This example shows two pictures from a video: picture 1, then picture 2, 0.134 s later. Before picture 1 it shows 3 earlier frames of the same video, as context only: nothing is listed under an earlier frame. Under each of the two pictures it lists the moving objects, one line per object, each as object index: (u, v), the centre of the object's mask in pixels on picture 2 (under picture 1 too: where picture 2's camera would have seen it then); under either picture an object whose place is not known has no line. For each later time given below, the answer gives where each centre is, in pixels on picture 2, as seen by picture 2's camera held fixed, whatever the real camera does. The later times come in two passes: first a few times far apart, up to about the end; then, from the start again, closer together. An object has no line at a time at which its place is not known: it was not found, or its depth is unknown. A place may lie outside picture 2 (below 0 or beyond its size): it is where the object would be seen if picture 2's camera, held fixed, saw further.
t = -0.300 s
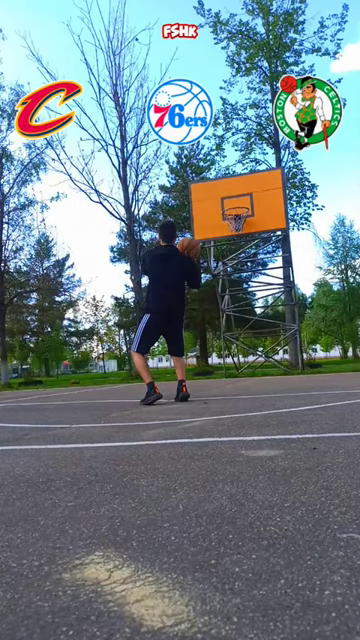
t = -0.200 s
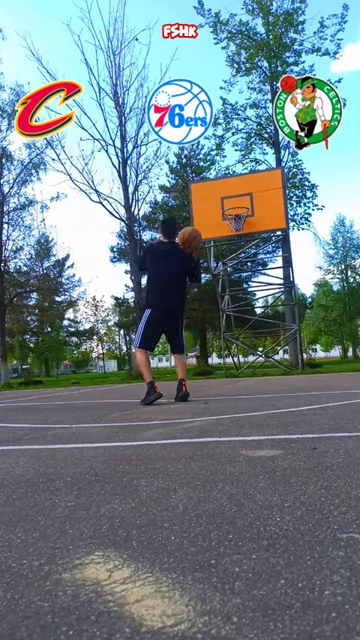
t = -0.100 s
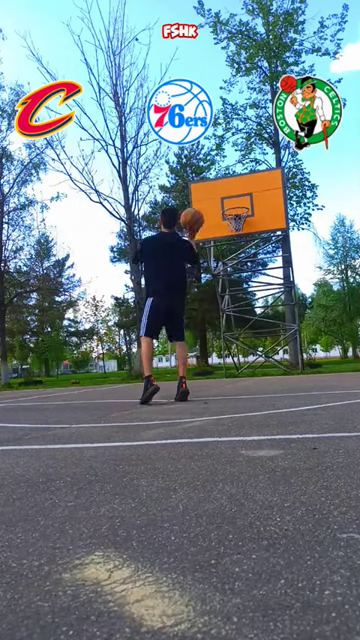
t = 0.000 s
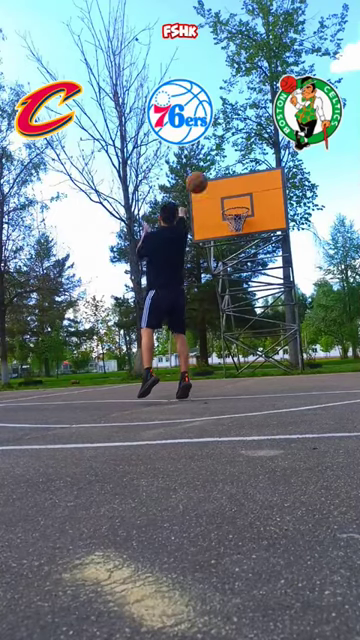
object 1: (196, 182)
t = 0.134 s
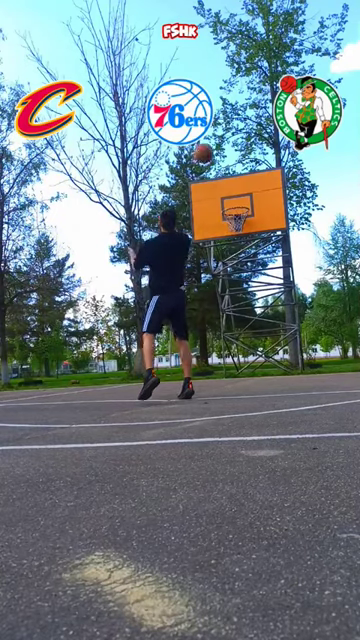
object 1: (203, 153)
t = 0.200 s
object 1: (207, 146)
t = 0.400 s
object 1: (217, 142)
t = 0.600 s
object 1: (228, 161)
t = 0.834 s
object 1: (241, 206)
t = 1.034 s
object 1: (233, 199)
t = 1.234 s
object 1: (227, 199)
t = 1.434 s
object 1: (220, 224)
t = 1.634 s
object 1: (215, 281)
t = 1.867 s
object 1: (210, 372)
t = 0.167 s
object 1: (204, 149)
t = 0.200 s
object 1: (207, 146)
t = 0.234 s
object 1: (208, 143)
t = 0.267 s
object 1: (210, 141)
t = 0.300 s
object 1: (212, 141)
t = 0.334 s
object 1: (214, 140)
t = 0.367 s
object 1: (216, 141)
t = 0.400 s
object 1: (217, 142)
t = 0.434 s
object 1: (219, 144)
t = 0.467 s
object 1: (221, 146)
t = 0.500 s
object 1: (222, 149)
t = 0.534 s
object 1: (224, 153)
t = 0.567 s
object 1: (226, 156)
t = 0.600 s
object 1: (228, 161)
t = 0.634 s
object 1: (229, 166)
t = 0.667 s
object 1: (231, 171)
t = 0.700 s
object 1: (232, 178)
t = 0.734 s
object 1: (235, 184)
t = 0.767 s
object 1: (237, 190)
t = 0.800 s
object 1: (238, 197)
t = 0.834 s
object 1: (241, 206)
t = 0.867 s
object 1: (240, 207)
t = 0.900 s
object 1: (239, 205)
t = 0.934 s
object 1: (237, 203)
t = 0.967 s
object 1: (236, 201)
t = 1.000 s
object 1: (235, 201)
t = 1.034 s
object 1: (233, 199)
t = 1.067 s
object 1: (232, 198)
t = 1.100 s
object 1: (231, 197)
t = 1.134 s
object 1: (230, 197)
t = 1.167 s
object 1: (229, 197)
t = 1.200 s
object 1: (228, 197)
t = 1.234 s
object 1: (227, 199)
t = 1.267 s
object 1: (225, 201)
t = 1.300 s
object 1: (224, 205)
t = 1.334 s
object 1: (223, 208)
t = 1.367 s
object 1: (222, 213)
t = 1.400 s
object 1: (221, 219)
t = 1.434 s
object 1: (220, 224)
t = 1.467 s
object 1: (220, 231)
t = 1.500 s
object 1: (218, 239)
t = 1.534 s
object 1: (217, 248)
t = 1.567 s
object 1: (216, 257)
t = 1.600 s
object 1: (216, 269)
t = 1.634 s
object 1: (215, 281)
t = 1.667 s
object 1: (214, 294)
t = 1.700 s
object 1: (215, 308)
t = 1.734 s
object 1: (214, 324)
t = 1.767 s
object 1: (214, 341)
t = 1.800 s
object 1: (213, 359)
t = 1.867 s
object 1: (210, 372)
